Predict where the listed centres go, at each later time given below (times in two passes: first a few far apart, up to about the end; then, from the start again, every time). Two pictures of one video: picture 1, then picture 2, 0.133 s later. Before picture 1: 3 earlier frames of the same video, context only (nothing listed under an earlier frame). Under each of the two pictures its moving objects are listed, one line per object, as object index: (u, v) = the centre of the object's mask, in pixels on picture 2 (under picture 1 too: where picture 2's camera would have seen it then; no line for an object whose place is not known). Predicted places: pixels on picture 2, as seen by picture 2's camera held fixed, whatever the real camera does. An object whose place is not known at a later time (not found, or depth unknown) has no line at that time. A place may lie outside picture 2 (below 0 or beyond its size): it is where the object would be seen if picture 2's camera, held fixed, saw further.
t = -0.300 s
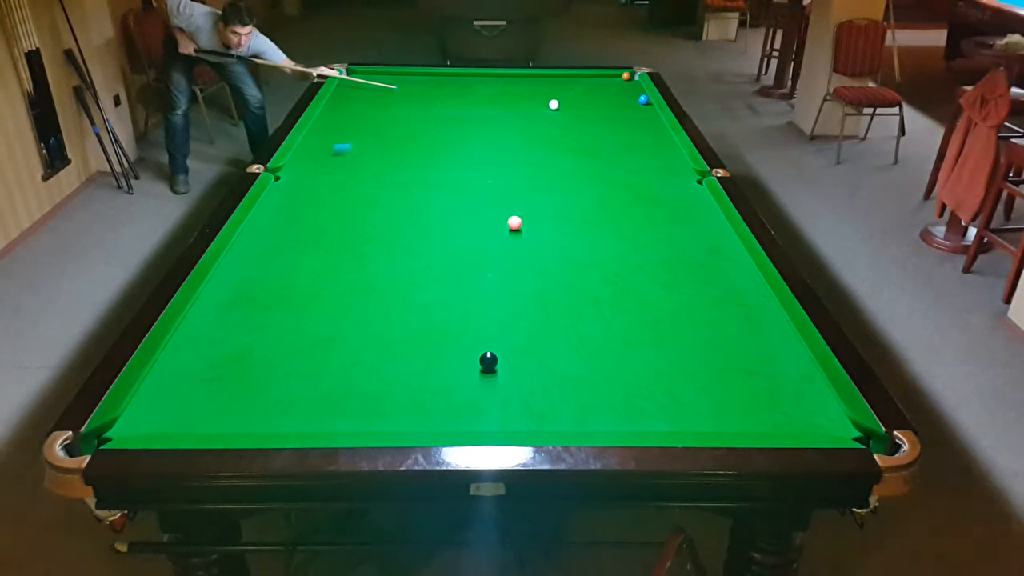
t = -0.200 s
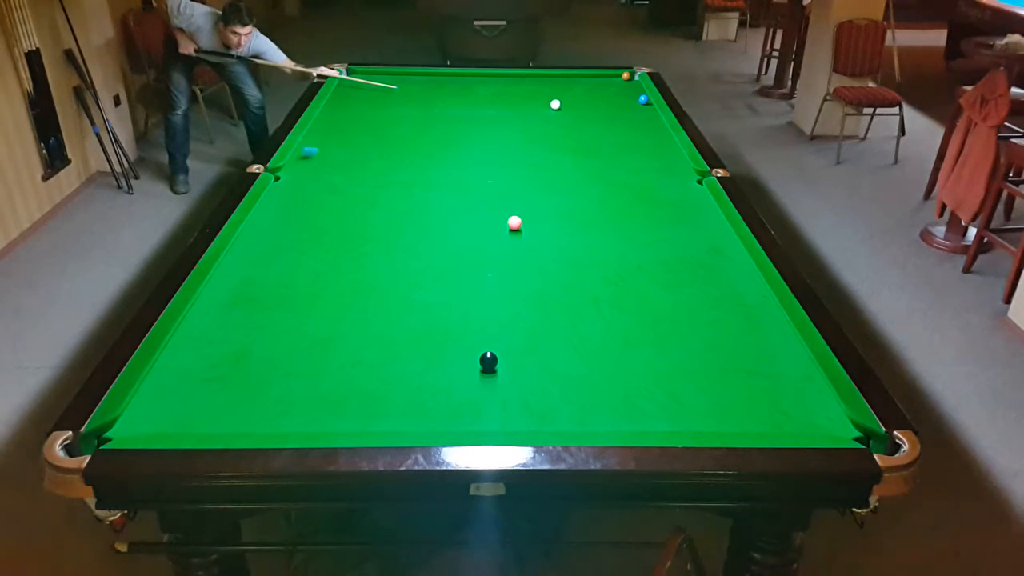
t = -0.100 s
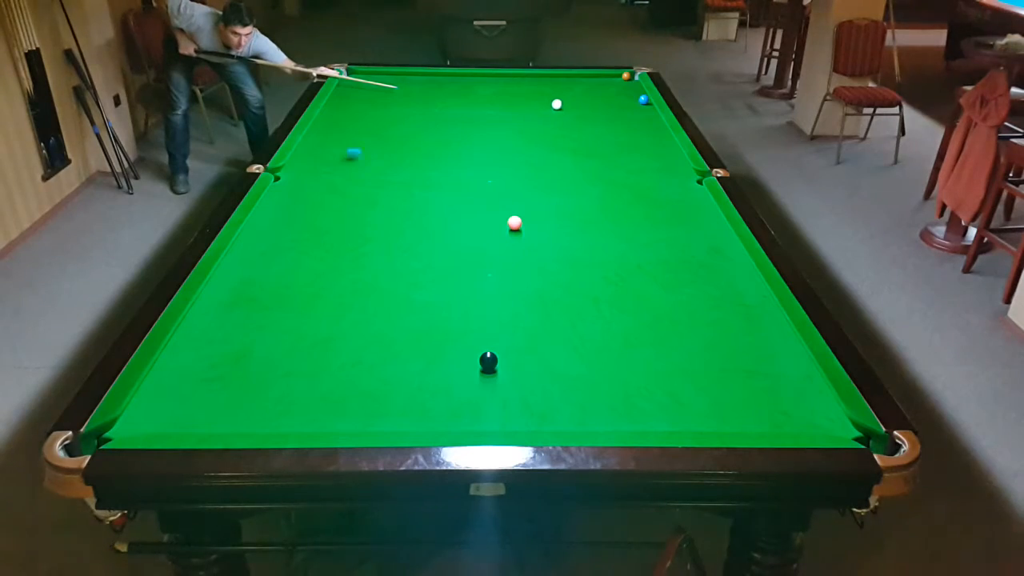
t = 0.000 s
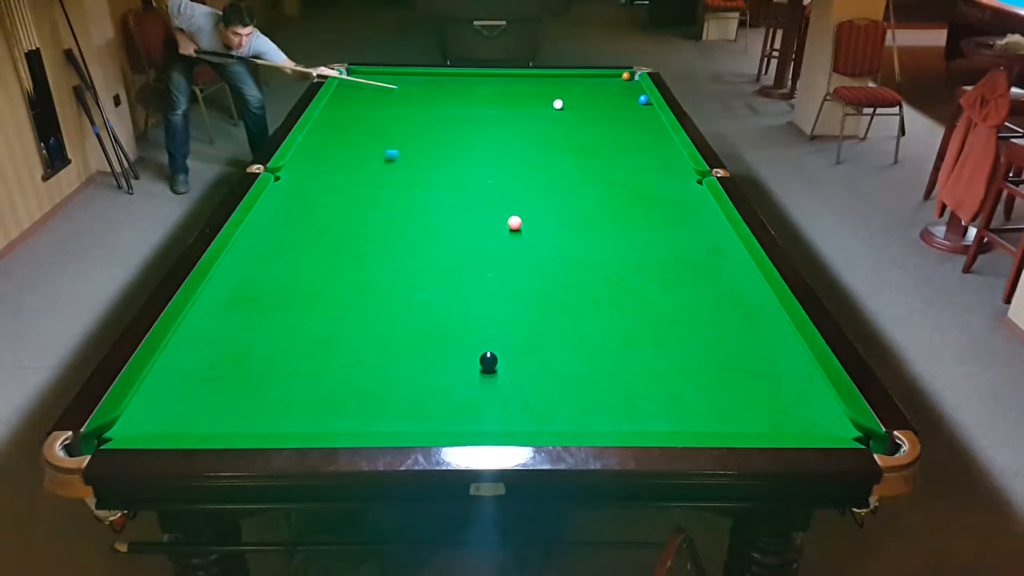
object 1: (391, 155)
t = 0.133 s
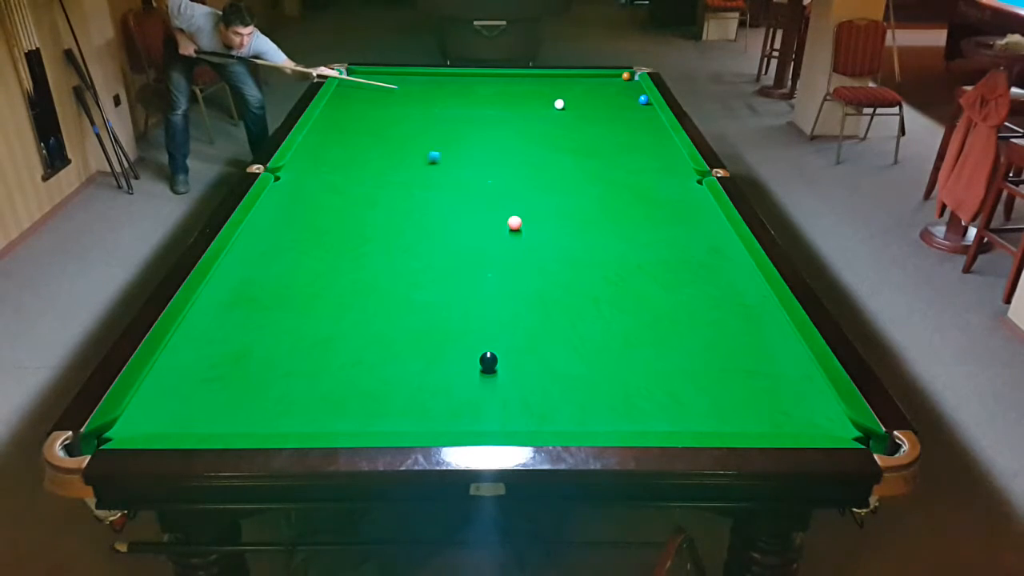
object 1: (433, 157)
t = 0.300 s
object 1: (484, 159)
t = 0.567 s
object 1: (563, 163)
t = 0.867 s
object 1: (653, 167)
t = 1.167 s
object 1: (654, 173)
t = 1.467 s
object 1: (607, 180)
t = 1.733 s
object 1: (567, 186)
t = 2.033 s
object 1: (521, 192)
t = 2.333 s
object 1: (475, 199)
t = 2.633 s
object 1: (431, 205)
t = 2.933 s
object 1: (386, 212)
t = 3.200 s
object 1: (348, 217)
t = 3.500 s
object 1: (305, 223)
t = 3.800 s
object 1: (264, 228)
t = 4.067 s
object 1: (260, 232)
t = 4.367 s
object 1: (279, 235)
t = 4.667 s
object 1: (296, 238)
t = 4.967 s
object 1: (311, 240)
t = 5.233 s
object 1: (322, 242)
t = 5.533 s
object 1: (332, 243)
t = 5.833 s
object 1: (339, 245)
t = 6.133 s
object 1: (344, 246)
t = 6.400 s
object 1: (346, 246)
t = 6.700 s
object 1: (346, 246)
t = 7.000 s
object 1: (346, 246)
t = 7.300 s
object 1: (346, 246)
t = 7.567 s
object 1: (346, 246)
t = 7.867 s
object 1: (346, 247)
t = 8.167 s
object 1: (346, 247)
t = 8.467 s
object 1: (346, 247)
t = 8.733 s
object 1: (346, 247)
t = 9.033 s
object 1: (346, 247)
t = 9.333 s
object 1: (346, 246)
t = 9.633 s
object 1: (346, 247)
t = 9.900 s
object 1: (346, 247)
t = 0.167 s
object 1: (444, 158)
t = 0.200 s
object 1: (453, 158)
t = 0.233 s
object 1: (464, 159)
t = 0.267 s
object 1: (474, 159)
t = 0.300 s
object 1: (484, 159)
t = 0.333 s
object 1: (494, 160)
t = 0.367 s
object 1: (504, 161)
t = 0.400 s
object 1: (514, 161)
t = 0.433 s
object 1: (524, 161)
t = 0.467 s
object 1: (534, 162)
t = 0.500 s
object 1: (544, 162)
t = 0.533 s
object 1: (554, 163)
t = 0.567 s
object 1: (563, 163)
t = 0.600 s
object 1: (574, 163)
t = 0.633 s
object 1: (583, 164)
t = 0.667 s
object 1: (594, 165)
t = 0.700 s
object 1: (604, 165)
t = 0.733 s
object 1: (614, 166)
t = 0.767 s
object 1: (623, 166)
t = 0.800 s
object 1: (633, 166)
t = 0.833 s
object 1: (643, 167)
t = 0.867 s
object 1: (653, 167)
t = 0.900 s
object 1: (663, 167)
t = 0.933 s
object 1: (673, 168)
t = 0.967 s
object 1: (683, 168)
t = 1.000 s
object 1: (683, 169)
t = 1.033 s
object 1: (676, 170)
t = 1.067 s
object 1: (670, 171)
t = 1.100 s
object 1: (664, 172)
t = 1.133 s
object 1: (659, 172)
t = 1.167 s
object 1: (654, 173)
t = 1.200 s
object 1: (648, 173)
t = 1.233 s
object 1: (643, 174)
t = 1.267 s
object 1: (638, 175)
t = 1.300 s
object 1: (633, 176)
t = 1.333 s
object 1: (628, 177)
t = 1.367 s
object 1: (623, 177)
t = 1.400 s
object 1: (618, 178)
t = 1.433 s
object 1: (613, 179)
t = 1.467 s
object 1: (607, 180)
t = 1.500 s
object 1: (602, 181)
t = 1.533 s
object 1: (597, 181)
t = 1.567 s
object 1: (592, 182)
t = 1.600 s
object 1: (587, 183)
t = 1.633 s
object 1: (582, 184)
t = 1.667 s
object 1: (577, 184)
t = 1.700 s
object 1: (571, 185)
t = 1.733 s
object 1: (567, 186)
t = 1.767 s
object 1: (561, 187)
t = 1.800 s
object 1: (556, 188)
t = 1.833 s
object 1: (551, 188)
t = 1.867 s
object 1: (546, 189)
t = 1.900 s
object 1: (541, 190)
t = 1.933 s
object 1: (536, 190)
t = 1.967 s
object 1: (531, 191)
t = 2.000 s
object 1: (526, 192)
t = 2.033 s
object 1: (521, 192)
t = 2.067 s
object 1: (516, 193)
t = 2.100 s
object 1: (510, 194)
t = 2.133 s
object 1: (506, 195)
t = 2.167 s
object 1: (501, 196)
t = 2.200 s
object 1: (495, 196)
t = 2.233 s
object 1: (490, 197)
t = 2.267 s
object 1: (486, 198)
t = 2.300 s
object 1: (480, 199)
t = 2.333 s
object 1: (475, 199)
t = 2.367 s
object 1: (470, 200)
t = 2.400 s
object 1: (465, 201)
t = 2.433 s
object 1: (460, 202)
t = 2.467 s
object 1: (455, 202)
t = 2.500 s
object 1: (450, 203)
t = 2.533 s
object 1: (445, 204)
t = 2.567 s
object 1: (440, 204)
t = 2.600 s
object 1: (436, 205)
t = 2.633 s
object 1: (431, 205)
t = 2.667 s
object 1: (426, 206)
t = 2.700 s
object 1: (421, 207)
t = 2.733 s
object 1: (416, 208)
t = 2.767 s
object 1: (410, 208)
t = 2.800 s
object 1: (405, 210)
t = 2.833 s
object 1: (401, 210)
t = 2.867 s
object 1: (396, 210)
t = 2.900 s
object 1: (391, 211)
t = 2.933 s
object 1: (386, 212)
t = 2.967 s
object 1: (382, 213)
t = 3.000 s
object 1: (377, 213)
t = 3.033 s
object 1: (372, 214)
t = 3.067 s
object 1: (367, 214)
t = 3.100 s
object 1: (362, 215)
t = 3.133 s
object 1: (357, 216)
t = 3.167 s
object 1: (353, 217)
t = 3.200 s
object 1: (348, 217)
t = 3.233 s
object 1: (343, 218)
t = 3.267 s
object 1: (338, 218)
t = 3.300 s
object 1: (334, 219)
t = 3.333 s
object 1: (329, 219)
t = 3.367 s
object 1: (324, 220)
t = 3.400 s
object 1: (319, 221)
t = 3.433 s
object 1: (315, 221)
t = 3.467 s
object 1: (310, 222)
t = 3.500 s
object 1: (305, 223)
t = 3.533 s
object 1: (301, 223)
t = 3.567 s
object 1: (296, 224)
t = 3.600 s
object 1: (291, 224)
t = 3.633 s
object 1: (287, 225)
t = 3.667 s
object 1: (282, 225)
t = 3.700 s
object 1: (278, 226)
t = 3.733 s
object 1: (274, 227)
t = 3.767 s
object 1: (269, 227)
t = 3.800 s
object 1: (264, 228)
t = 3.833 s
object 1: (260, 228)
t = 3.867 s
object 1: (255, 229)
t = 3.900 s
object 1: (251, 229)
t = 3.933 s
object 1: (250, 230)
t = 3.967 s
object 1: (253, 230)
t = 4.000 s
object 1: (255, 231)
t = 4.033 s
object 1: (257, 231)
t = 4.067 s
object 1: (260, 232)
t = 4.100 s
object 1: (262, 232)
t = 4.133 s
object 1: (264, 232)
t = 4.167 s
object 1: (266, 233)
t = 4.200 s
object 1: (268, 233)
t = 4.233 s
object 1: (271, 233)
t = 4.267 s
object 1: (273, 234)
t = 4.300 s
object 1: (275, 234)
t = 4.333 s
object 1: (277, 235)
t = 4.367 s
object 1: (279, 235)
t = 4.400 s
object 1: (281, 235)
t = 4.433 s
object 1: (283, 236)
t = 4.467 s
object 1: (285, 236)
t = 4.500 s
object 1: (287, 236)
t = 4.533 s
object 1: (289, 237)
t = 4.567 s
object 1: (291, 237)
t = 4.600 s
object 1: (293, 238)
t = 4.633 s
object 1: (295, 238)
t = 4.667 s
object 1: (296, 238)
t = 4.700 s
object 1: (298, 238)
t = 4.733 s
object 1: (299, 239)
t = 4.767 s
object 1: (301, 239)
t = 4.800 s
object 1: (303, 239)
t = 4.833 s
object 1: (305, 239)
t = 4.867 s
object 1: (306, 239)
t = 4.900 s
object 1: (308, 240)
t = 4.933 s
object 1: (310, 240)
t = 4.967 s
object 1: (311, 240)
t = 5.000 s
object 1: (313, 241)
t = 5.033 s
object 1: (314, 241)
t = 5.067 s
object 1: (315, 241)
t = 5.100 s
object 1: (317, 241)
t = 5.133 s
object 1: (318, 241)
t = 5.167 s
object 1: (320, 241)
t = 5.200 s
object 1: (321, 241)
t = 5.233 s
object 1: (322, 242)
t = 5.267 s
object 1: (323, 242)
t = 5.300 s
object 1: (325, 242)
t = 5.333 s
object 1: (326, 242)
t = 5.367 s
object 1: (327, 242)
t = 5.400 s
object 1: (328, 243)
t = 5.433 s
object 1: (329, 243)
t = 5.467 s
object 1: (330, 243)
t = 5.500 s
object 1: (331, 243)
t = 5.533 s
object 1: (332, 243)
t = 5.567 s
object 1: (333, 243)
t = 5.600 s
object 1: (334, 244)
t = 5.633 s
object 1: (335, 244)
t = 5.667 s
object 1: (336, 244)
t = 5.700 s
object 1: (337, 244)
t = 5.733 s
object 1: (338, 244)
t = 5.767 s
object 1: (338, 244)
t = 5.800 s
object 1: (339, 245)
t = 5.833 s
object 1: (339, 245)
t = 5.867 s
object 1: (340, 245)
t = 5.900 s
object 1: (341, 245)
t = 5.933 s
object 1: (342, 245)
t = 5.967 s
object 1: (342, 245)
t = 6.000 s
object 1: (343, 245)
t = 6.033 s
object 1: (343, 245)
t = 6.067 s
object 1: (344, 245)
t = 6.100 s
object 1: (344, 246)
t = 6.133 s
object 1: (344, 246)
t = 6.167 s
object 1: (345, 246)
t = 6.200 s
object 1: (345, 246)
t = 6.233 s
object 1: (345, 246)
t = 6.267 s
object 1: (345, 246)
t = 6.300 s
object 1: (345, 246)
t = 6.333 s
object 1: (346, 246)
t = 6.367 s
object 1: (346, 246)
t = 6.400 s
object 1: (346, 246)
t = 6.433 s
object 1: (346, 246)
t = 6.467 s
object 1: (346, 246)
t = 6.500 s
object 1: (346, 246)
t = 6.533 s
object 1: (346, 246)
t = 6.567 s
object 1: (346, 246)
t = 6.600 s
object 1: (346, 246)
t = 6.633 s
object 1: (346, 246)
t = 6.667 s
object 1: (346, 246)
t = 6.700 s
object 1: (346, 246)
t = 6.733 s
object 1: (346, 246)
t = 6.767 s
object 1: (346, 246)
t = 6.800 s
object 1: (346, 246)
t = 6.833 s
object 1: (346, 246)
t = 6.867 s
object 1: (346, 246)
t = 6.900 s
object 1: (346, 246)
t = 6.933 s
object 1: (346, 246)
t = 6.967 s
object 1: (346, 246)
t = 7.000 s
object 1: (346, 246)
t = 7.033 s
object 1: (346, 246)
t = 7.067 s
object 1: (346, 246)
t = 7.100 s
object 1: (346, 246)
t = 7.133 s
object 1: (346, 246)
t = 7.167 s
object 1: (346, 246)
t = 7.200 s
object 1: (346, 246)
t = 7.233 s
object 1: (346, 246)
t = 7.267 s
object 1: (346, 246)
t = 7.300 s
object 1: (346, 246)
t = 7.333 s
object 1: (346, 246)
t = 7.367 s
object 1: (346, 246)
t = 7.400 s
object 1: (346, 246)
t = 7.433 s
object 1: (346, 246)
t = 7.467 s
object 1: (346, 246)
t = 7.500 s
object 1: (346, 246)
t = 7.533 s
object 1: (346, 246)
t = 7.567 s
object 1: (346, 246)
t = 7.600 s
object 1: (346, 246)
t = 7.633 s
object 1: (346, 246)
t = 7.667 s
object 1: (346, 246)
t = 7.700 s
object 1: (346, 246)
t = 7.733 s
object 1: (346, 246)
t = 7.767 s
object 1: (346, 247)
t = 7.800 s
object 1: (346, 247)
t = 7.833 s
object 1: (346, 247)
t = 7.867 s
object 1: (346, 247)
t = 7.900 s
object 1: (346, 247)
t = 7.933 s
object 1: (346, 247)
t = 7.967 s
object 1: (346, 247)
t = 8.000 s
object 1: (346, 247)
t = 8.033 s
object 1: (346, 247)
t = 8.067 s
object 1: (346, 247)
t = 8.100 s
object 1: (346, 247)
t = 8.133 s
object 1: (346, 247)
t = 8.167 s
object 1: (346, 247)
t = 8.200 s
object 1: (346, 247)
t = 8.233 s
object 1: (346, 246)
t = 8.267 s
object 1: (346, 247)
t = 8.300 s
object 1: (346, 246)
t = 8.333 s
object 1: (346, 247)
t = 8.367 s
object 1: (346, 247)
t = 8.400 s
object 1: (346, 247)
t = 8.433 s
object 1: (346, 247)
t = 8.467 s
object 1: (346, 247)
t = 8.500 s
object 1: (346, 247)
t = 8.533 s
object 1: (346, 246)
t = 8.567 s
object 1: (346, 247)
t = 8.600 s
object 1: (346, 247)
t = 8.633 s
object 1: (346, 247)
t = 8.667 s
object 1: (346, 247)
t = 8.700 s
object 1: (346, 246)
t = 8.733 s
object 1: (346, 247)
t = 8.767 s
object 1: (346, 247)
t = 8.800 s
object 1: (346, 246)
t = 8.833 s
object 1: (346, 247)
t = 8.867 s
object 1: (346, 247)
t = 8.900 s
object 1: (346, 247)
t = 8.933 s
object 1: (346, 247)
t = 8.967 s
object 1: (346, 246)
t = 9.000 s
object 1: (346, 246)
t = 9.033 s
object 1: (346, 247)
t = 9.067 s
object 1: (346, 247)
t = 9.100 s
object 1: (346, 247)
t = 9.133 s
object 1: (346, 247)
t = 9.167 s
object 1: (346, 246)
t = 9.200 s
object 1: (346, 246)
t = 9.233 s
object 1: (346, 246)
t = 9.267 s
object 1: (346, 246)
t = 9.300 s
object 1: (346, 246)
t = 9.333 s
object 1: (346, 246)
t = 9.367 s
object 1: (346, 246)
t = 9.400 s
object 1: (346, 247)
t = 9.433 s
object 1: (346, 247)
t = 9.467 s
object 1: (346, 247)
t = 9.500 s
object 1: (346, 247)
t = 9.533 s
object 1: (346, 247)
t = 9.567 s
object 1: (346, 247)
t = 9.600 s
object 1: (346, 247)
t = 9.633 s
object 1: (346, 247)
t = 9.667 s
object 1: (346, 247)
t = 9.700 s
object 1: (346, 247)
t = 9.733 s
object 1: (346, 247)
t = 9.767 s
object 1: (346, 247)
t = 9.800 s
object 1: (346, 247)
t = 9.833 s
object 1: (346, 247)
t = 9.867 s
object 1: (346, 247)
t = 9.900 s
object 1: (346, 247)
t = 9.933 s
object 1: (346, 247)
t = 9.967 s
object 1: (346, 247)
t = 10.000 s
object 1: (346, 247)
